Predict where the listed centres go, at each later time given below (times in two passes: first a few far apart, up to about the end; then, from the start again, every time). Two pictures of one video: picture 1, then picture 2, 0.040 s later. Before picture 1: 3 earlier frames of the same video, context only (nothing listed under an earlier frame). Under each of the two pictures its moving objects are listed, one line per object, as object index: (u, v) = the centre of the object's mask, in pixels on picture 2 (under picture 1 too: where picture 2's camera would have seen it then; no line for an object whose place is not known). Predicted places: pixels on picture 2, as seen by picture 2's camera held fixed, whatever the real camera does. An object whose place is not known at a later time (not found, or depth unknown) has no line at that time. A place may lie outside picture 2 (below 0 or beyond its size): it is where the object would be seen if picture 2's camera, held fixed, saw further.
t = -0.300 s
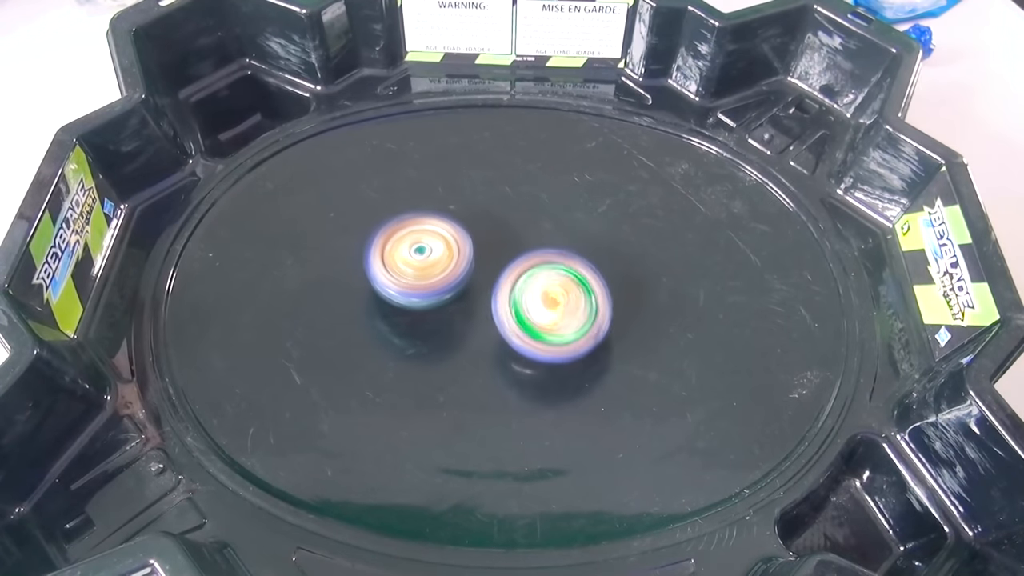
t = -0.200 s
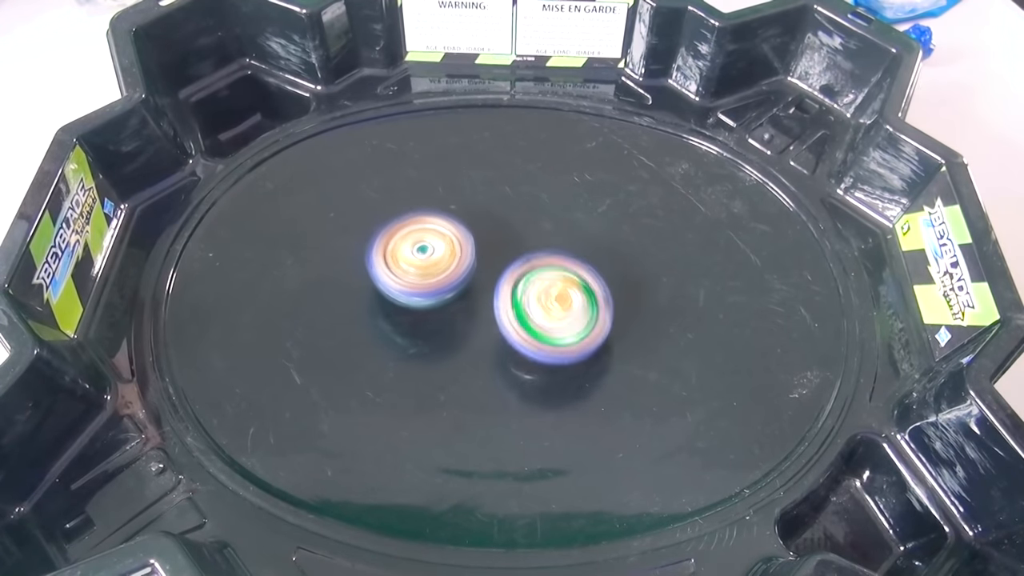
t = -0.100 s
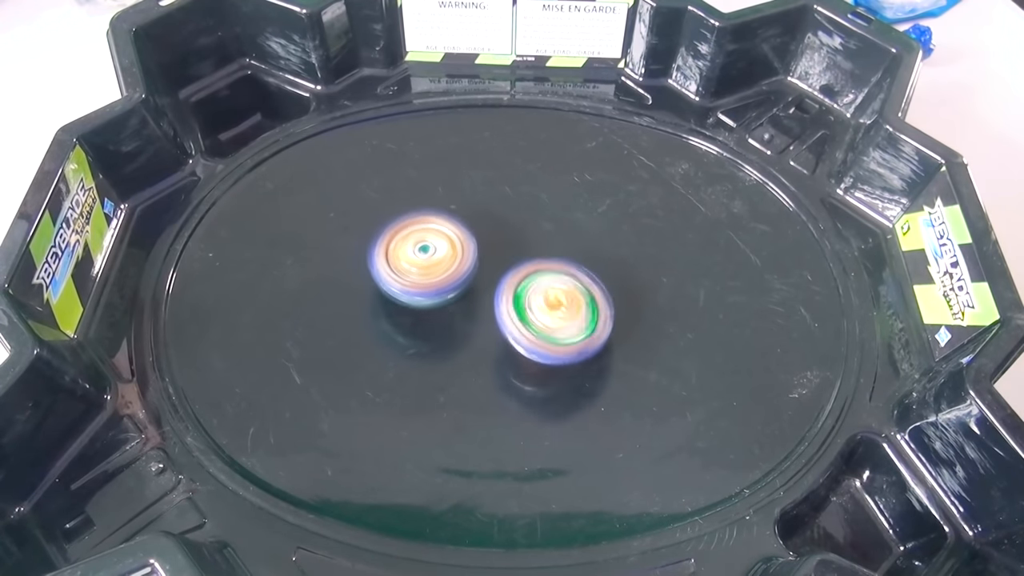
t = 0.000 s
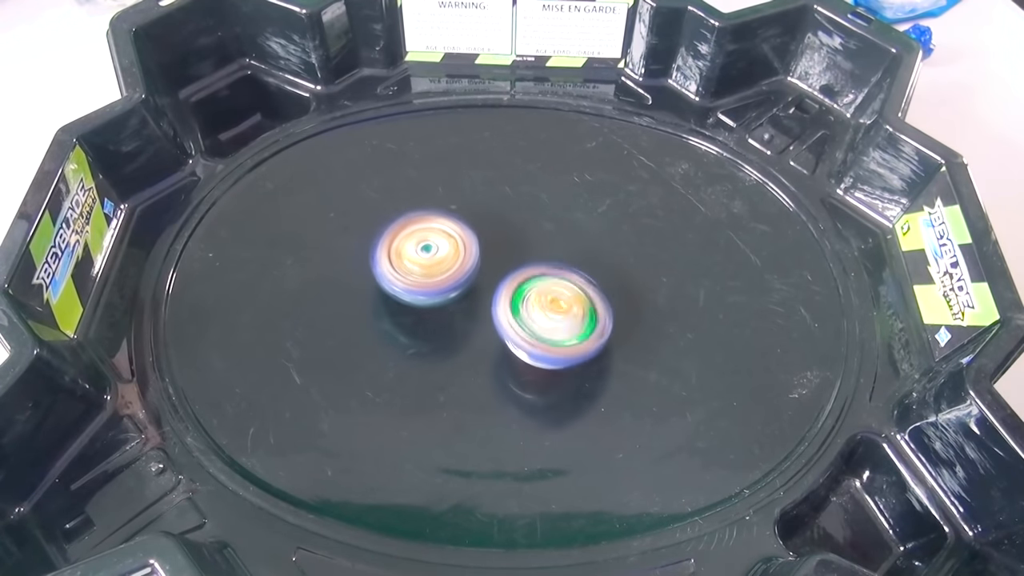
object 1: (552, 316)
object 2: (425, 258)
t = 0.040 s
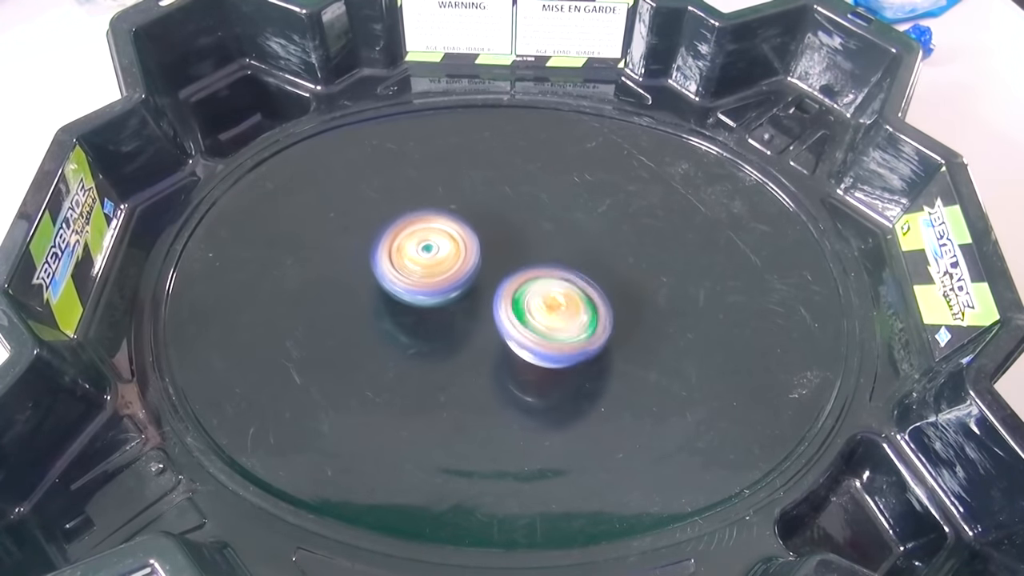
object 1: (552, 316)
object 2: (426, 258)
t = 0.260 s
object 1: (541, 312)
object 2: (430, 257)
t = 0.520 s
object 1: (531, 318)
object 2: (436, 256)
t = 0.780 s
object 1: (532, 324)
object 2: (432, 256)
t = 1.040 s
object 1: (532, 323)
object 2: (439, 257)
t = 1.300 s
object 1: (666, 372)
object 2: (355, 239)
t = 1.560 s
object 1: (654, 379)
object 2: (394, 255)
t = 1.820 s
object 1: (581, 298)
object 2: (443, 289)
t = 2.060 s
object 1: (720, 166)
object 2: (272, 327)
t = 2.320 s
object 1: (710, 211)
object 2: (338, 311)
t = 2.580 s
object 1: (573, 249)
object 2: (435, 281)
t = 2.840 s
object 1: (556, 208)
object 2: (414, 307)
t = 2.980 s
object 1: (564, 236)
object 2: (421, 306)
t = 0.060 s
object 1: (551, 316)
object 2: (426, 258)
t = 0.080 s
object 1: (551, 316)
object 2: (427, 258)
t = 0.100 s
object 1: (551, 316)
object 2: (427, 258)
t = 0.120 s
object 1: (550, 314)
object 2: (428, 257)
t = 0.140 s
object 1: (549, 314)
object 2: (428, 257)
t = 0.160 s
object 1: (548, 313)
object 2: (429, 257)
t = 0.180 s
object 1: (547, 312)
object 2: (429, 257)
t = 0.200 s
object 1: (545, 312)
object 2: (429, 257)
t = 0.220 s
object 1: (542, 312)
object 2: (430, 257)
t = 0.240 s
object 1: (542, 312)
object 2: (430, 257)
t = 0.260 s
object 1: (541, 312)
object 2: (430, 257)
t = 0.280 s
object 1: (539, 312)
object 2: (431, 257)
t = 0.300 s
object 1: (537, 313)
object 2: (431, 257)
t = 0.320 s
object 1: (536, 313)
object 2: (432, 257)
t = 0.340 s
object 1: (535, 314)
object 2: (432, 256)
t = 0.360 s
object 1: (534, 315)
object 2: (433, 257)
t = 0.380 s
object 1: (534, 316)
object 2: (433, 256)
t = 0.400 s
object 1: (534, 316)
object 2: (433, 257)
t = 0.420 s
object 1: (533, 316)
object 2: (434, 256)
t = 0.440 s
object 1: (533, 318)
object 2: (434, 256)
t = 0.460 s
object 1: (534, 318)
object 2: (435, 256)
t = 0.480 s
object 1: (533, 317)
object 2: (435, 256)
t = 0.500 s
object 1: (532, 318)
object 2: (436, 256)
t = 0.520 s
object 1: (531, 318)
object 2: (436, 256)
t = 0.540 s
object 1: (530, 318)
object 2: (436, 256)
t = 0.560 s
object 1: (529, 318)
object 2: (436, 256)
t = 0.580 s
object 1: (530, 320)
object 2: (435, 255)
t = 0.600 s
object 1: (531, 320)
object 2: (432, 254)
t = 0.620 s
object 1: (532, 321)
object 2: (429, 253)
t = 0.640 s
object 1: (533, 322)
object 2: (427, 253)
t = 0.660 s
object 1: (534, 323)
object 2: (427, 254)
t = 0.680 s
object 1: (534, 322)
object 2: (427, 255)
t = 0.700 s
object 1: (533, 322)
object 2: (429, 255)
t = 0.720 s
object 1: (533, 323)
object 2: (430, 255)
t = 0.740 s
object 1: (534, 323)
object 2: (431, 255)
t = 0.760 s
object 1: (533, 323)
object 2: (431, 255)
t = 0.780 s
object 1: (532, 324)
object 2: (432, 256)
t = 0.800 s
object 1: (532, 324)
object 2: (432, 256)
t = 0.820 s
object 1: (533, 325)
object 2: (433, 256)
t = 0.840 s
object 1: (531, 324)
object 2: (433, 256)
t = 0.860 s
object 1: (531, 325)
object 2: (434, 256)
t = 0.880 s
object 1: (531, 325)
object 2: (435, 257)
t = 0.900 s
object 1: (532, 325)
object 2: (435, 257)
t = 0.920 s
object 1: (531, 325)
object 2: (436, 257)
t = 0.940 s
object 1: (531, 325)
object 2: (436, 257)
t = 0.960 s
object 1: (531, 325)
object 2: (437, 257)
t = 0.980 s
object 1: (532, 324)
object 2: (438, 257)
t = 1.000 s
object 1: (532, 323)
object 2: (438, 257)
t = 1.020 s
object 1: (531, 323)
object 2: (438, 257)
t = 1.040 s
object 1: (532, 323)
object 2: (439, 257)
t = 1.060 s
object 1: (532, 322)
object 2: (439, 257)
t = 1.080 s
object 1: (535, 323)
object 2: (435, 256)
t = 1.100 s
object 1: (550, 328)
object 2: (420, 252)
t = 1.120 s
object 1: (567, 331)
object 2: (404, 247)
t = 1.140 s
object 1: (580, 335)
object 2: (391, 242)
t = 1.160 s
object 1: (596, 339)
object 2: (380, 238)
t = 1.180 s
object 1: (608, 344)
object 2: (370, 236)
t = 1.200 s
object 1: (620, 349)
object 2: (361, 234)
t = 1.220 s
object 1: (632, 353)
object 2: (356, 234)
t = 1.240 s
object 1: (641, 357)
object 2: (353, 234)
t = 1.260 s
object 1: (650, 362)
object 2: (352, 236)
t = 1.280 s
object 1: (658, 368)
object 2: (353, 237)
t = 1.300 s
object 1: (666, 372)
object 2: (355, 239)
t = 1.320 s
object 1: (671, 377)
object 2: (357, 240)
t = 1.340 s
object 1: (676, 382)
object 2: (360, 241)
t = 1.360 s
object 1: (680, 385)
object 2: (362, 242)
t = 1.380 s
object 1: (681, 387)
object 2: (365, 244)
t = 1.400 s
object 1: (682, 388)
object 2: (369, 245)
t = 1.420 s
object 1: (681, 388)
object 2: (372, 246)
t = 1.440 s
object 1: (678, 387)
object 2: (375, 247)
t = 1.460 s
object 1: (676, 386)
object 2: (378, 248)
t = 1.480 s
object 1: (672, 385)
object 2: (381, 250)
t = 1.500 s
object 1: (667, 385)
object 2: (384, 250)
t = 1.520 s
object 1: (662, 384)
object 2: (388, 252)
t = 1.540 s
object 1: (657, 382)
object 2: (391, 253)
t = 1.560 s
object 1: (654, 379)
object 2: (394, 255)
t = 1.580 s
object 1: (649, 377)
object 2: (397, 257)
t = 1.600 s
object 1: (645, 373)
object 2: (401, 259)
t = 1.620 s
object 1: (640, 368)
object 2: (405, 262)
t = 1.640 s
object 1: (634, 364)
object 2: (410, 264)
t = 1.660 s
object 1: (628, 359)
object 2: (414, 266)
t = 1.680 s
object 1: (622, 353)
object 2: (419, 269)
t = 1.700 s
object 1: (614, 347)
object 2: (424, 271)
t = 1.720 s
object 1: (605, 339)
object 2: (430, 274)
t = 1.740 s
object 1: (596, 332)
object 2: (436, 276)
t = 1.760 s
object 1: (587, 325)
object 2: (442, 279)
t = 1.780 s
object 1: (579, 317)
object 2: (449, 282)
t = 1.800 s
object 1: (572, 309)
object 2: (456, 283)
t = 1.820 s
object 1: (581, 298)
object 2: (443, 289)
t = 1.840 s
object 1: (598, 281)
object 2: (415, 296)
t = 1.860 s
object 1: (614, 267)
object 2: (391, 302)
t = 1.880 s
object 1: (629, 253)
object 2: (366, 309)
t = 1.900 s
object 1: (640, 239)
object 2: (345, 314)
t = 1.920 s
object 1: (652, 225)
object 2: (326, 317)
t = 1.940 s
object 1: (663, 213)
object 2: (310, 320)
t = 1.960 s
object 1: (673, 202)
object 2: (296, 322)
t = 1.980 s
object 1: (684, 192)
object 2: (286, 325)
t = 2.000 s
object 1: (693, 184)
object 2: (278, 326)
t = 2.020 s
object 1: (703, 177)
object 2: (274, 327)
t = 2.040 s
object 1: (712, 170)
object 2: (271, 328)
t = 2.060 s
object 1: (720, 166)
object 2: (272, 327)
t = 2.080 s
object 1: (727, 162)
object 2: (274, 328)
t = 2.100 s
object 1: (733, 162)
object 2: (277, 327)
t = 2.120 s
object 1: (737, 165)
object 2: (280, 325)
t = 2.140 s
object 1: (739, 169)
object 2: (284, 324)
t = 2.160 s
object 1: (741, 174)
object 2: (289, 323)
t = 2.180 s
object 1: (740, 179)
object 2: (293, 322)
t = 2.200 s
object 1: (739, 184)
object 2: (299, 320)
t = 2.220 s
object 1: (737, 187)
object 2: (305, 319)
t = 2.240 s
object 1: (734, 192)
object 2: (312, 317)
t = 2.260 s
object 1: (729, 196)
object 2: (318, 315)
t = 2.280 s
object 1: (724, 201)
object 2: (325, 314)
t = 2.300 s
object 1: (717, 206)
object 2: (331, 312)
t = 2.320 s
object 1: (710, 211)
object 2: (338, 311)
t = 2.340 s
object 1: (702, 219)
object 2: (344, 308)
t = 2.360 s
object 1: (694, 225)
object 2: (350, 307)
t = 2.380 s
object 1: (688, 228)
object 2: (357, 305)
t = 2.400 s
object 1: (679, 231)
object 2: (365, 304)
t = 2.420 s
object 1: (668, 233)
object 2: (372, 302)
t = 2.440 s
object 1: (658, 237)
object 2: (380, 301)
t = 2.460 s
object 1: (647, 241)
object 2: (388, 299)
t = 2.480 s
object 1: (636, 245)
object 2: (395, 296)
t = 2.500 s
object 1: (624, 247)
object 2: (402, 294)
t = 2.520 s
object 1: (612, 248)
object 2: (411, 291)
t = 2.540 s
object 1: (599, 248)
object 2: (419, 287)
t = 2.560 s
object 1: (586, 249)
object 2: (427, 284)
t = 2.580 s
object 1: (573, 249)
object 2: (435, 281)
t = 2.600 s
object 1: (561, 248)
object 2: (442, 277)
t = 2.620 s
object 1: (550, 247)
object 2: (450, 273)
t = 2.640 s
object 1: (543, 243)
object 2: (452, 271)
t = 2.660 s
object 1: (539, 233)
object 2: (448, 275)
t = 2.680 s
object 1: (535, 225)
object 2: (441, 282)
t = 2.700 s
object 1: (535, 218)
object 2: (433, 289)
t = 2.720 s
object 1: (536, 212)
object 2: (428, 295)
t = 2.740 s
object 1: (538, 208)
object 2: (422, 299)
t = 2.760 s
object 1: (542, 206)
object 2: (420, 301)
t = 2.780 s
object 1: (546, 205)
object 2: (416, 302)
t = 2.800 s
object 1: (549, 205)
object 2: (415, 304)
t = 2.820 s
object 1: (553, 206)
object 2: (414, 306)
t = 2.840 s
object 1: (556, 208)
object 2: (414, 307)
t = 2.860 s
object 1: (559, 211)
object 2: (415, 308)
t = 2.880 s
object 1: (563, 213)
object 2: (416, 307)
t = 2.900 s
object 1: (567, 217)
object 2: (417, 307)
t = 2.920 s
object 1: (569, 221)
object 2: (418, 307)
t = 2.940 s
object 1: (570, 227)
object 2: (418, 306)
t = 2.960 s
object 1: (568, 232)
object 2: (420, 305)
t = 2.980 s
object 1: (564, 236)
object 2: (421, 306)
